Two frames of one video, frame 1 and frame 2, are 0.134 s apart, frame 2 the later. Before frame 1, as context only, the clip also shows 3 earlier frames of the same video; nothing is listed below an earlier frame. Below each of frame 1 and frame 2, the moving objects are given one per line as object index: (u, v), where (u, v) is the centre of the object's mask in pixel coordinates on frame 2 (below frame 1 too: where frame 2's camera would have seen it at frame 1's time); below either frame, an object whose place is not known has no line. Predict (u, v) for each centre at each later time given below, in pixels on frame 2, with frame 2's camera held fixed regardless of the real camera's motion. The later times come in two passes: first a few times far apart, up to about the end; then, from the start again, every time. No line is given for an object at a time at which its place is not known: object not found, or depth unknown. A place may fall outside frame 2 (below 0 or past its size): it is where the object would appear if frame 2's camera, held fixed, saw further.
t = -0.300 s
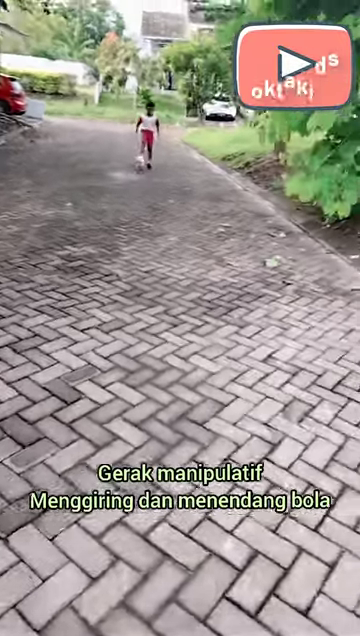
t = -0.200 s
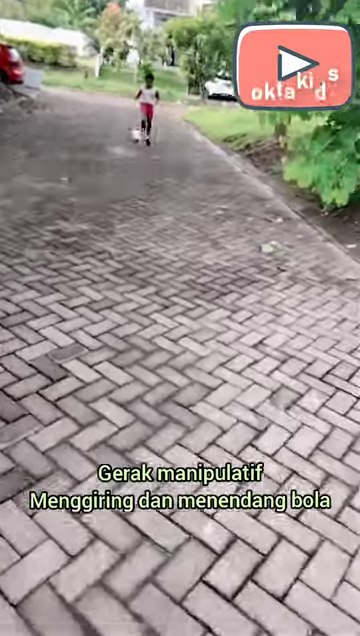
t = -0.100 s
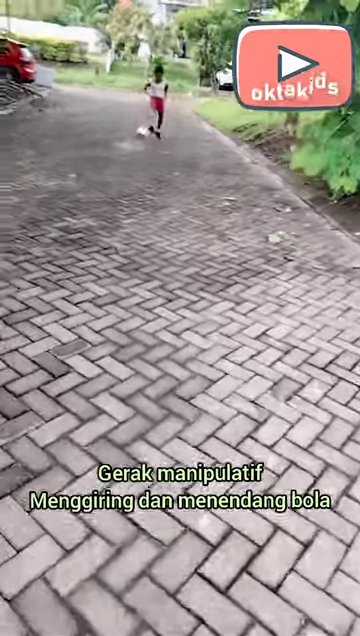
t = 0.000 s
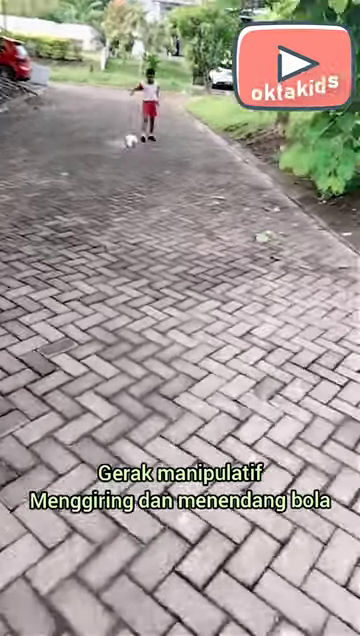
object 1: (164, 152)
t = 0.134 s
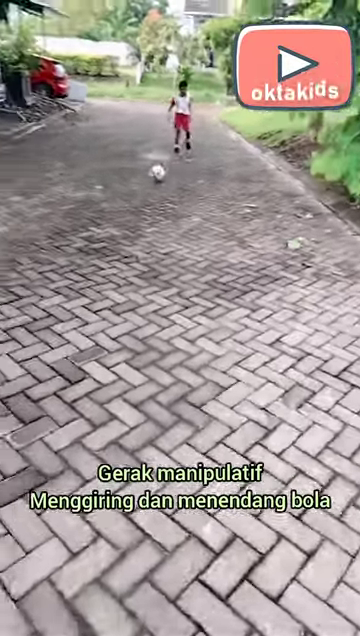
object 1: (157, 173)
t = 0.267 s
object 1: (149, 183)
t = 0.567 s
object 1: (131, 210)
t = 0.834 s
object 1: (104, 240)
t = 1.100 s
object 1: (66, 287)
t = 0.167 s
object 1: (156, 174)
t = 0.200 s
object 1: (154, 176)
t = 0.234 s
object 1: (152, 178)
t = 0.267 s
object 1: (149, 183)
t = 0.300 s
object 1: (148, 188)
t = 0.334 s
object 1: (147, 189)
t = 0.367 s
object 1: (143, 192)
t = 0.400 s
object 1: (141, 195)
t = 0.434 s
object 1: (140, 198)
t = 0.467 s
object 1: (138, 201)
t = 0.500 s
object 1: (136, 204)
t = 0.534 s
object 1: (133, 206)
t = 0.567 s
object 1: (131, 210)
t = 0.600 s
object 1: (129, 213)
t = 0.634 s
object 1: (126, 216)
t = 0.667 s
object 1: (122, 220)
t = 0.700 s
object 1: (119, 224)
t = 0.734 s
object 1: (116, 228)
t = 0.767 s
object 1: (112, 231)
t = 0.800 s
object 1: (108, 235)
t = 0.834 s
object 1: (104, 240)
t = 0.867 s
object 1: (100, 244)
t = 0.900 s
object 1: (96, 250)
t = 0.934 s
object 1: (92, 256)
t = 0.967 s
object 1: (88, 261)
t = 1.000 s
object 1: (83, 267)
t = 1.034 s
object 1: (77, 273)
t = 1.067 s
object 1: (72, 278)
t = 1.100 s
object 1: (66, 287)
